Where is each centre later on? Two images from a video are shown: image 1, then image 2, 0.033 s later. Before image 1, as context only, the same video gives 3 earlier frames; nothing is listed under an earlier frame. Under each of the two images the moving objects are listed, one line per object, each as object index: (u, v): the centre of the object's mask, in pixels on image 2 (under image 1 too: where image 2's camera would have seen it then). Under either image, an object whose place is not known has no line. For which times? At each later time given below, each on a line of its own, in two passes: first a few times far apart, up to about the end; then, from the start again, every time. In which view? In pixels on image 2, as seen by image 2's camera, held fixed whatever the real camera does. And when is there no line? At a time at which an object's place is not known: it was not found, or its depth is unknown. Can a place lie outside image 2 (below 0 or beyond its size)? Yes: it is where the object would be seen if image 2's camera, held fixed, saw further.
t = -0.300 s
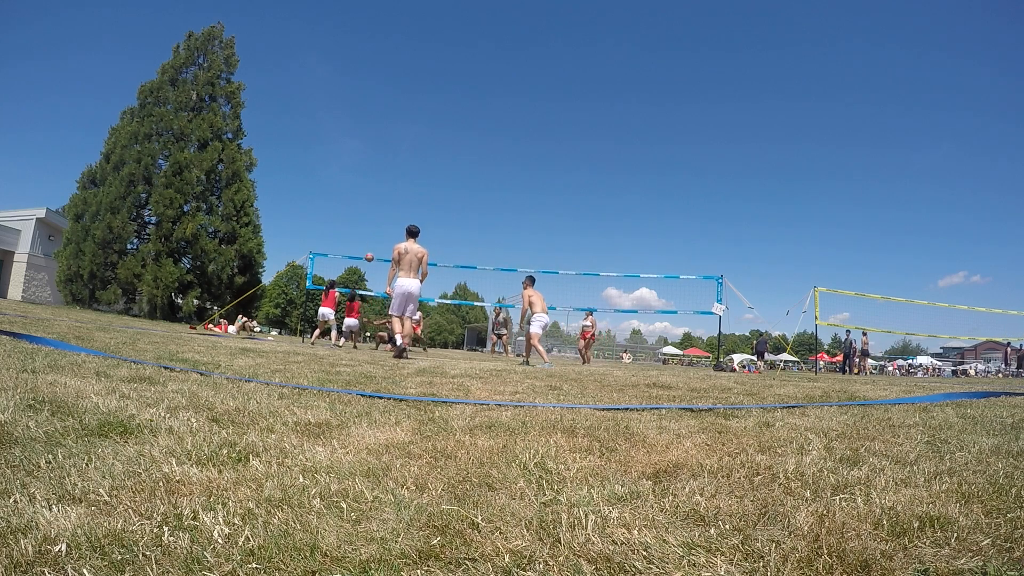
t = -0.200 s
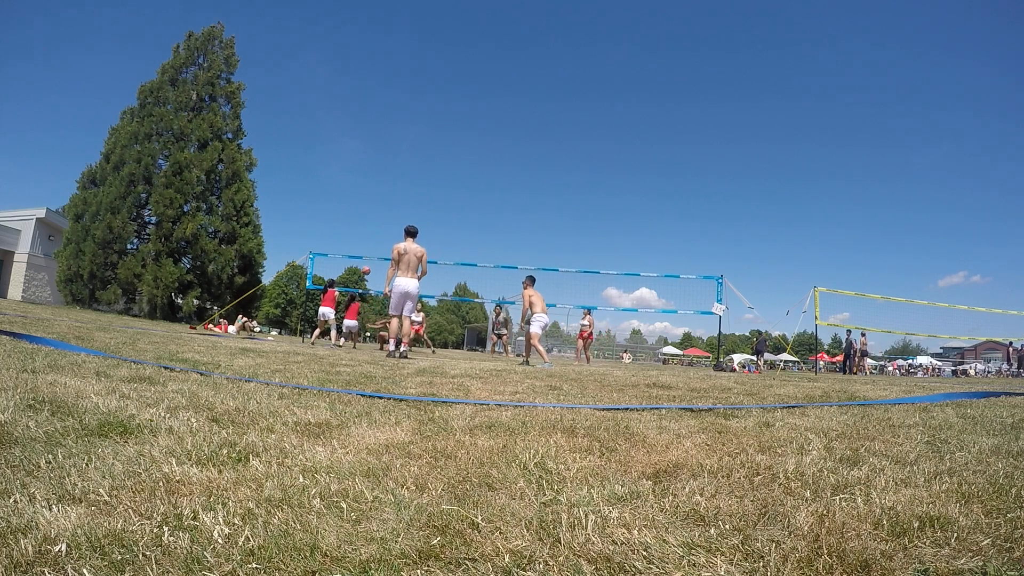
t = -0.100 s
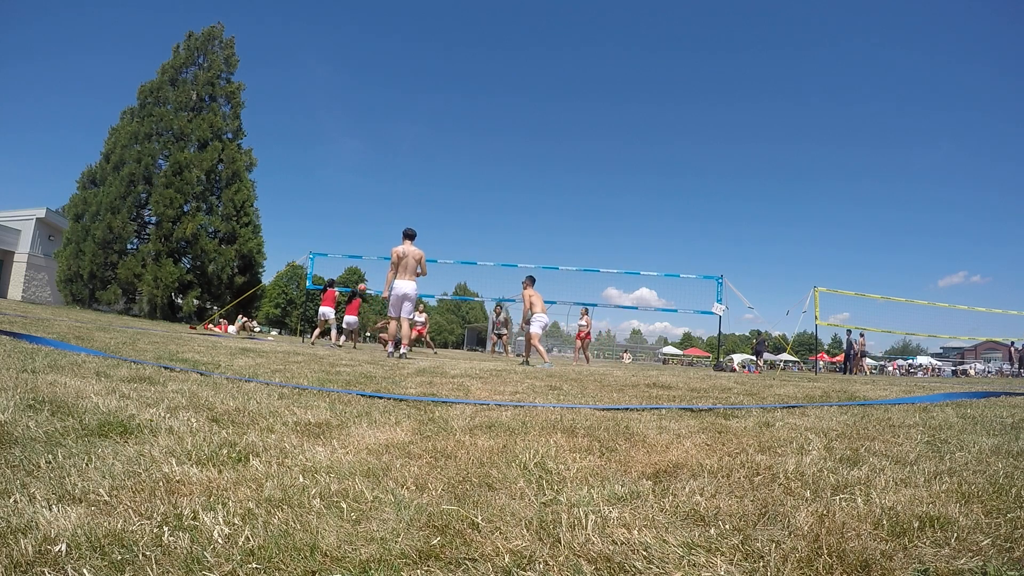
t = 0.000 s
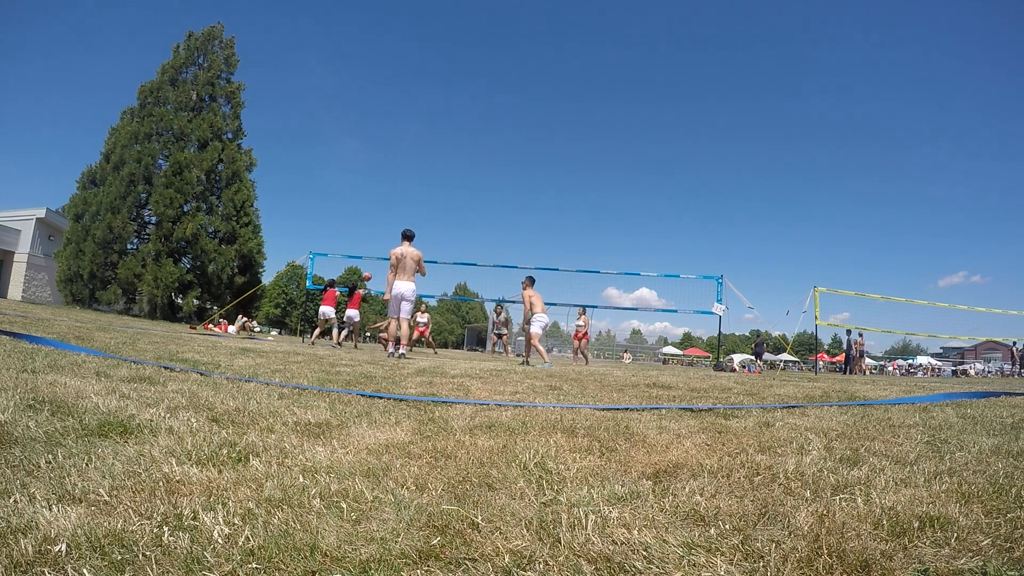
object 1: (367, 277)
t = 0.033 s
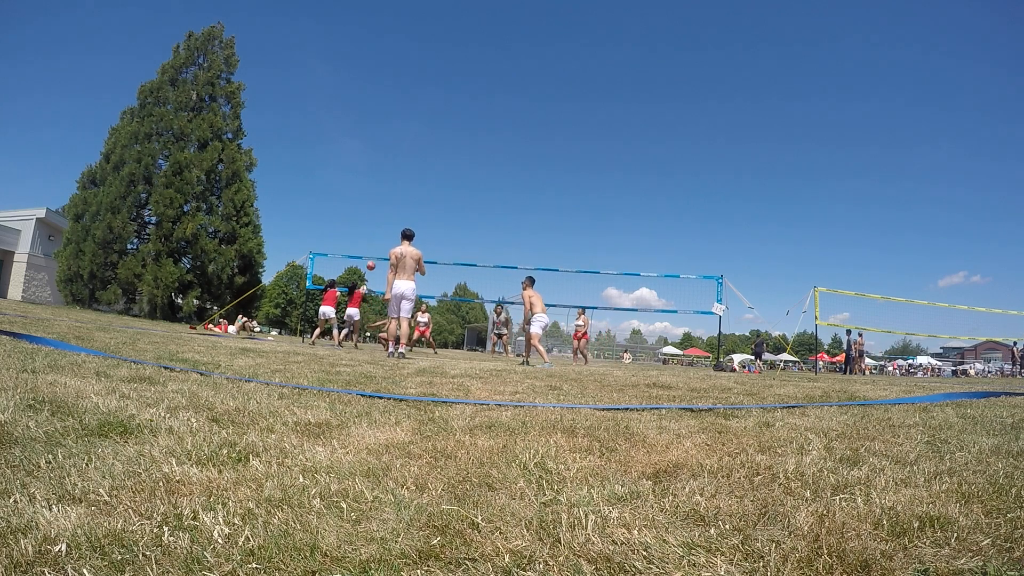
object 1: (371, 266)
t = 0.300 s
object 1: (400, 195)
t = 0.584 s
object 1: (429, 151)
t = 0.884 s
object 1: (455, 141)
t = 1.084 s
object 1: (471, 157)
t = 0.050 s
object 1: (372, 260)
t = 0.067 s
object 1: (374, 255)
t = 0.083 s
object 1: (376, 250)
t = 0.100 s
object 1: (378, 245)
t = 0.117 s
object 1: (380, 240)
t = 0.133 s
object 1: (381, 236)
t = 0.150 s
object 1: (383, 231)
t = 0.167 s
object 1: (385, 227)
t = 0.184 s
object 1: (387, 222)
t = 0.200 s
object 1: (389, 218)
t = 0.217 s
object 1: (391, 214)
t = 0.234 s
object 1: (393, 210)
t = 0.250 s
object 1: (394, 206)
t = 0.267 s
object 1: (396, 202)
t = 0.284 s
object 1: (398, 198)
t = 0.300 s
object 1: (400, 195)
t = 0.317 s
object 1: (402, 191)
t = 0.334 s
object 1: (404, 188)
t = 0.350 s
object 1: (405, 185)
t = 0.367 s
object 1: (407, 181)
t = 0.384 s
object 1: (409, 178)
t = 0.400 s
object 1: (411, 176)
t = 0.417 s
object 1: (412, 173)
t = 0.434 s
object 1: (414, 170)
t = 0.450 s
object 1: (416, 168)
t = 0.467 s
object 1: (418, 165)
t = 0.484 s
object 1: (419, 163)
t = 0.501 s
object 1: (421, 161)
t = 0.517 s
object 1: (423, 159)
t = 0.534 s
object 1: (424, 156)
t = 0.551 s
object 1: (426, 155)
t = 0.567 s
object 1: (427, 153)
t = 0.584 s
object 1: (429, 151)
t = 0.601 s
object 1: (431, 150)
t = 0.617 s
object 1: (432, 148)
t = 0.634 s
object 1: (433, 146)
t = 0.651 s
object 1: (435, 145)
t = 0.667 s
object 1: (437, 144)
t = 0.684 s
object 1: (438, 143)
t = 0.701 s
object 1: (440, 143)
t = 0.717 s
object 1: (441, 142)
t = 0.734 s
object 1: (443, 141)
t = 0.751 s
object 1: (444, 141)
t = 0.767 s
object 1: (446, 140)
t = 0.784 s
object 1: (447, 140)
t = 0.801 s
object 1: (449, 140)
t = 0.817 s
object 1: (450, 140)
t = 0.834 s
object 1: (451, 140)
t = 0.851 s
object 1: (453, 140)
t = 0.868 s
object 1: (454, 140)
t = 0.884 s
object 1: (455, 141)
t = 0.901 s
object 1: (457, 141)
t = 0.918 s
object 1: (458, 142)
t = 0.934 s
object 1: (459, 143)
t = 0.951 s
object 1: (461, 144)
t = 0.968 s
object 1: (462, 145)
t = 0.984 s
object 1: (463, 146)
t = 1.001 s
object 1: (464, 148)
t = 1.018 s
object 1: (466, 149)
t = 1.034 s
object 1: (467, 151)
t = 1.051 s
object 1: (468, 153)
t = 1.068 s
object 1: (470, 155)
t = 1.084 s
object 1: (471, 157)
